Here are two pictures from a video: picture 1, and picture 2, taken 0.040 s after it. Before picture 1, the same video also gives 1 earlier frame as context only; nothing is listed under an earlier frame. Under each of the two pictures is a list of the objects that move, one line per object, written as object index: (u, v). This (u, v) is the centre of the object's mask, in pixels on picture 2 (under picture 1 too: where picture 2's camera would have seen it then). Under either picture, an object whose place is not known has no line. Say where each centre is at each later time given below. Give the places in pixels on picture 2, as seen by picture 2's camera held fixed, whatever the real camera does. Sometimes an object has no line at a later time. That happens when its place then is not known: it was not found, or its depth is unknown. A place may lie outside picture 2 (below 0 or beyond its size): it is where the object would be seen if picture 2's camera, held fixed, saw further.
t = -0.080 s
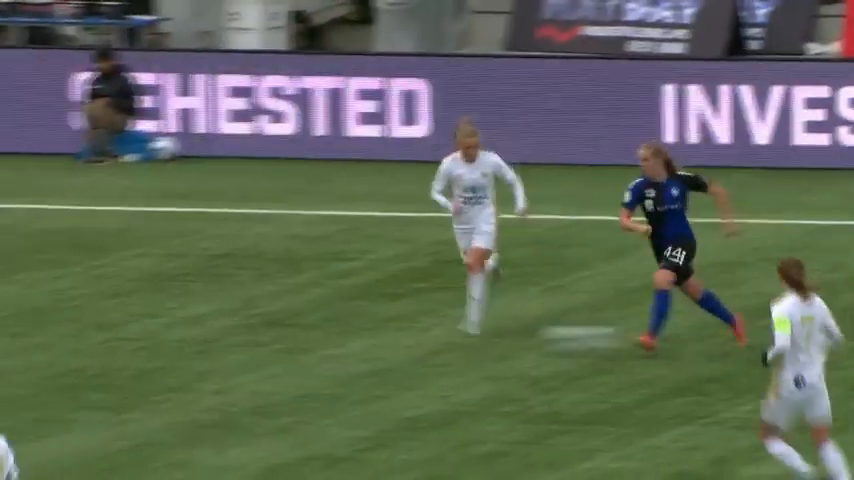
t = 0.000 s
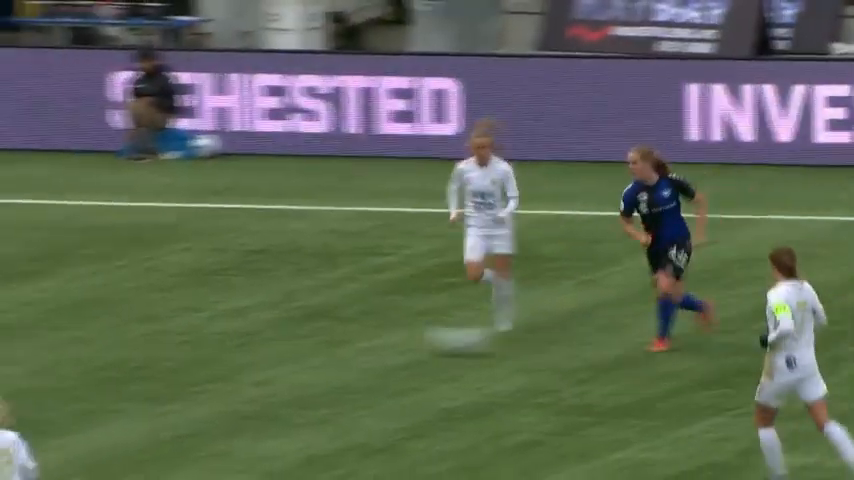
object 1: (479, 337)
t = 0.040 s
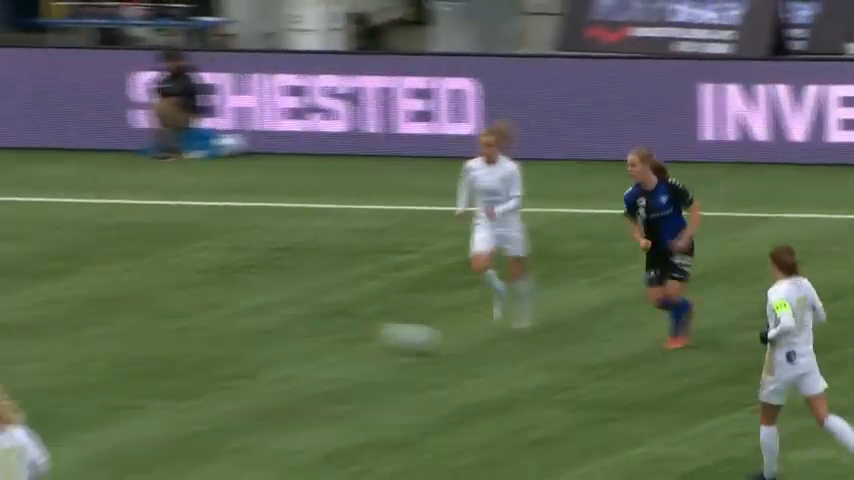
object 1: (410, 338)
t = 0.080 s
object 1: (339, 337)
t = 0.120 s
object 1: (270, 342)
